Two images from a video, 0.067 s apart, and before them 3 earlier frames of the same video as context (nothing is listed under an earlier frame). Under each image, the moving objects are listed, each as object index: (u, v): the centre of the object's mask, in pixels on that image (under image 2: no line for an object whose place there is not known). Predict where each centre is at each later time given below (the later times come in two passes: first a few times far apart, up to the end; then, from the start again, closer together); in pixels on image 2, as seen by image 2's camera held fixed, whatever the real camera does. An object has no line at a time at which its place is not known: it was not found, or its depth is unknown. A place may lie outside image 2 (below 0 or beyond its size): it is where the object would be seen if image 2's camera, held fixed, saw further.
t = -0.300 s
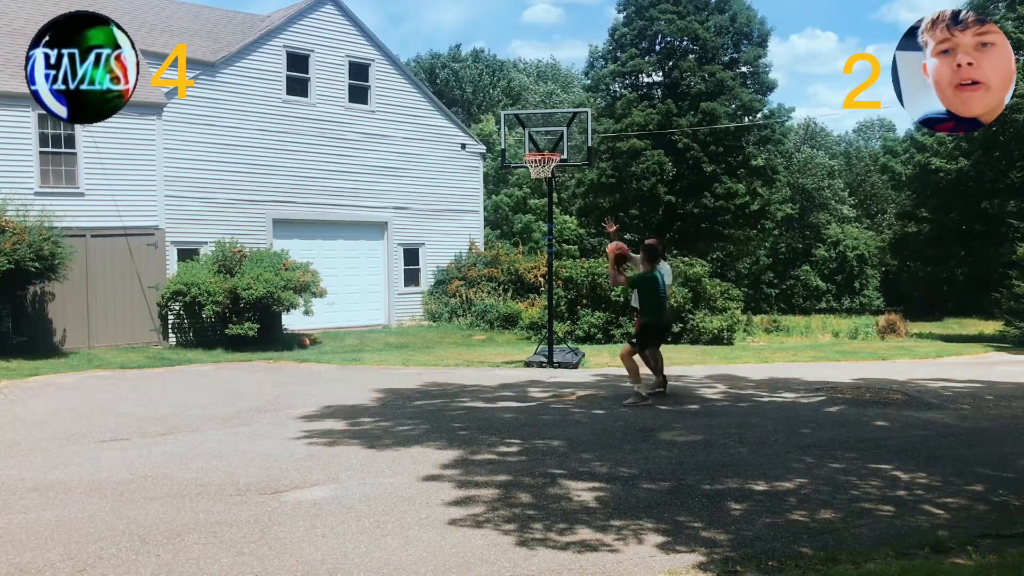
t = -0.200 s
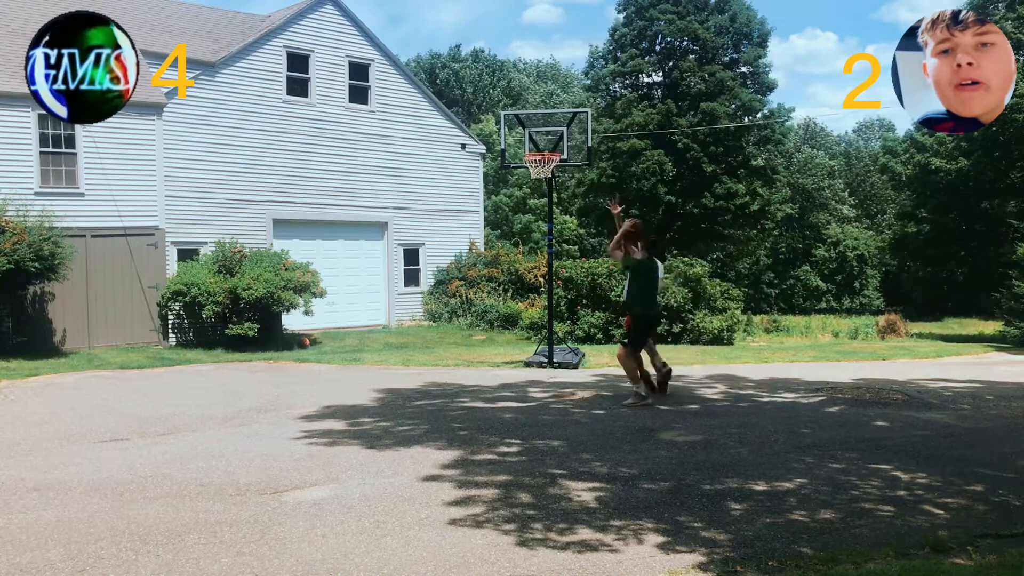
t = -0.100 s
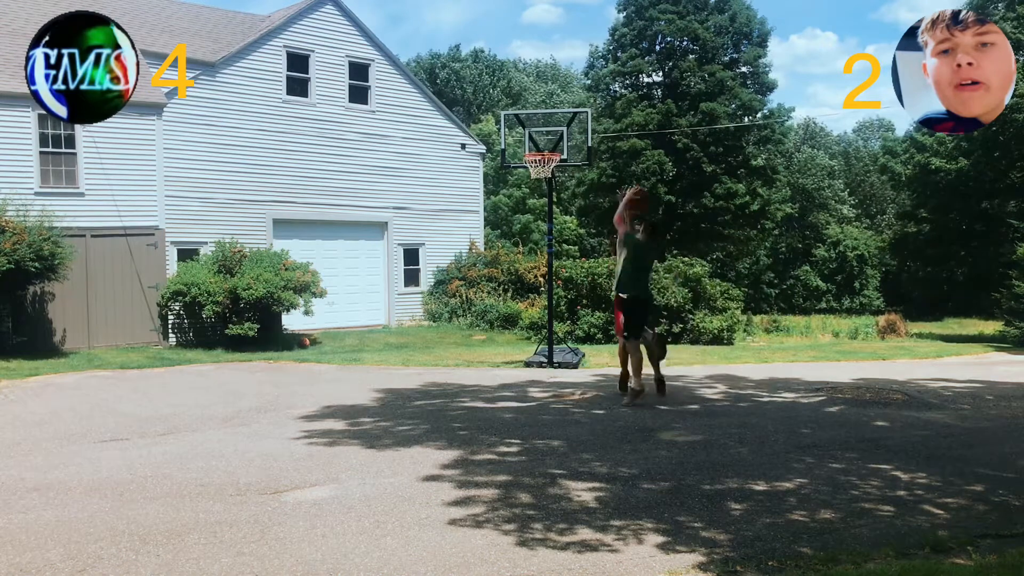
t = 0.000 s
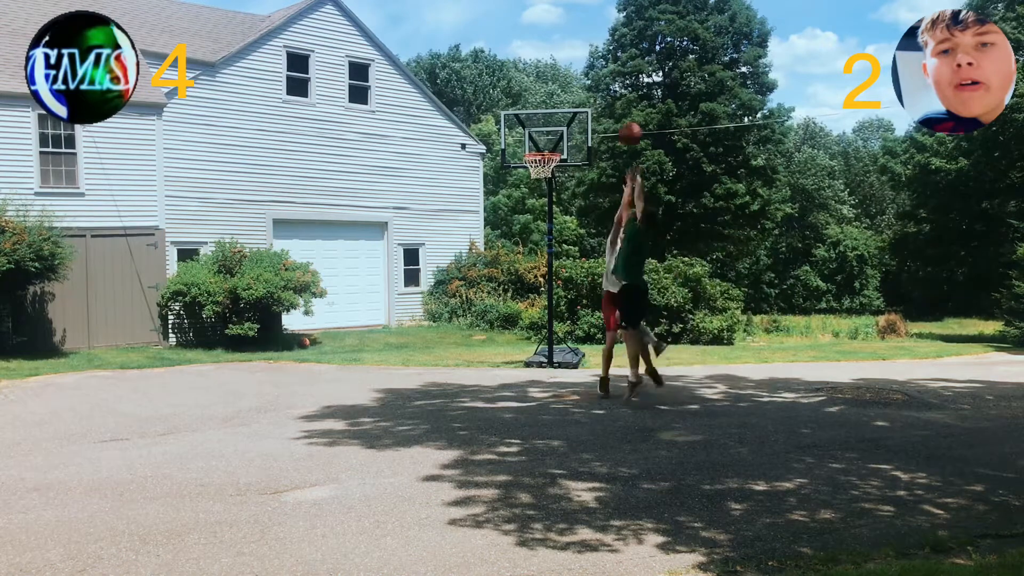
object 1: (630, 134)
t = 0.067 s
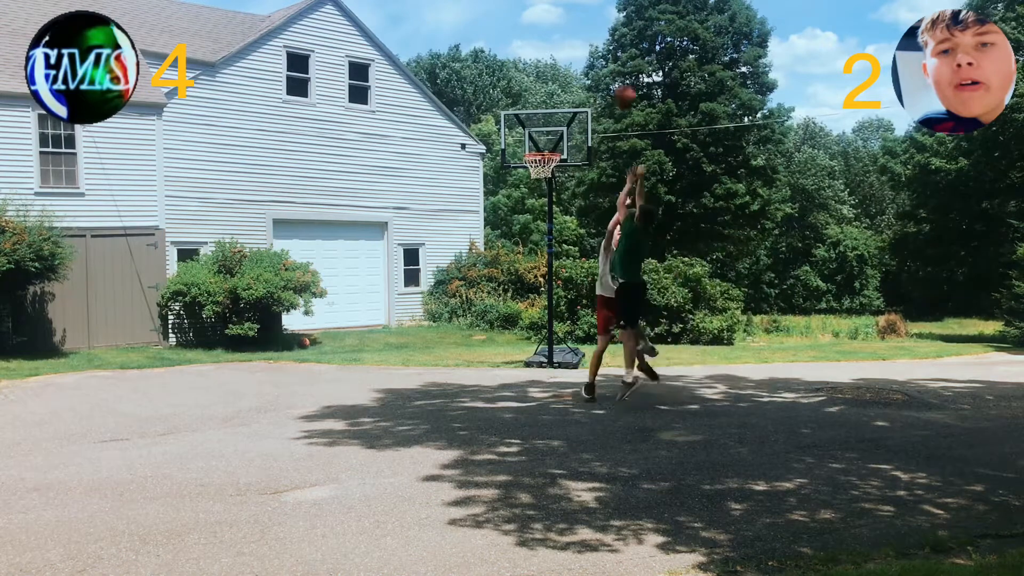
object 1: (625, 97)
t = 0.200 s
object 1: (613, 37)
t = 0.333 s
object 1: (603, 3)
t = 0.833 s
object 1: (573, 3)
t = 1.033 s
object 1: (565, 55)
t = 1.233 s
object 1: (558, 140)
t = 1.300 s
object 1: (555, 174)
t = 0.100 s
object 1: (621, 80)
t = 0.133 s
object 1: (618, 64)
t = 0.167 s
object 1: (615, 49)
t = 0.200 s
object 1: (613, 37)
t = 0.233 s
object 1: (610, 24)
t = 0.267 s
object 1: (608, 14)
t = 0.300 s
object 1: (605, 7)
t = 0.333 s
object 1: (603, 3)
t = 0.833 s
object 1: (573, 3)
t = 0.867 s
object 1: (572, 7)
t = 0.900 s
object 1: (571, 12)
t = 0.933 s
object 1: (569, 22)
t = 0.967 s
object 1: (568, 32)
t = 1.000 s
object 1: (566, 43)
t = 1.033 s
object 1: (565, 55)
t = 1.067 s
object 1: (563, 67)
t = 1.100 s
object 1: (562, 80)
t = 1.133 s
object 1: (561, 94)
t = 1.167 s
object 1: (560, 108)
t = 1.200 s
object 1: (559, 124)
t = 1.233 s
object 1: (558, 140)
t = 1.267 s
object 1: (557, 156)
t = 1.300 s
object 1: (555, 174)
